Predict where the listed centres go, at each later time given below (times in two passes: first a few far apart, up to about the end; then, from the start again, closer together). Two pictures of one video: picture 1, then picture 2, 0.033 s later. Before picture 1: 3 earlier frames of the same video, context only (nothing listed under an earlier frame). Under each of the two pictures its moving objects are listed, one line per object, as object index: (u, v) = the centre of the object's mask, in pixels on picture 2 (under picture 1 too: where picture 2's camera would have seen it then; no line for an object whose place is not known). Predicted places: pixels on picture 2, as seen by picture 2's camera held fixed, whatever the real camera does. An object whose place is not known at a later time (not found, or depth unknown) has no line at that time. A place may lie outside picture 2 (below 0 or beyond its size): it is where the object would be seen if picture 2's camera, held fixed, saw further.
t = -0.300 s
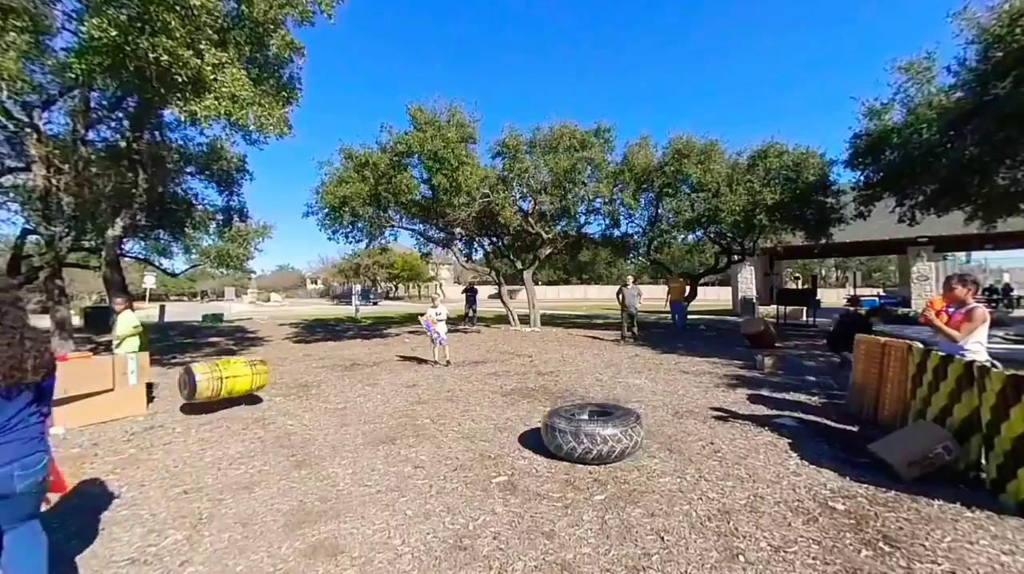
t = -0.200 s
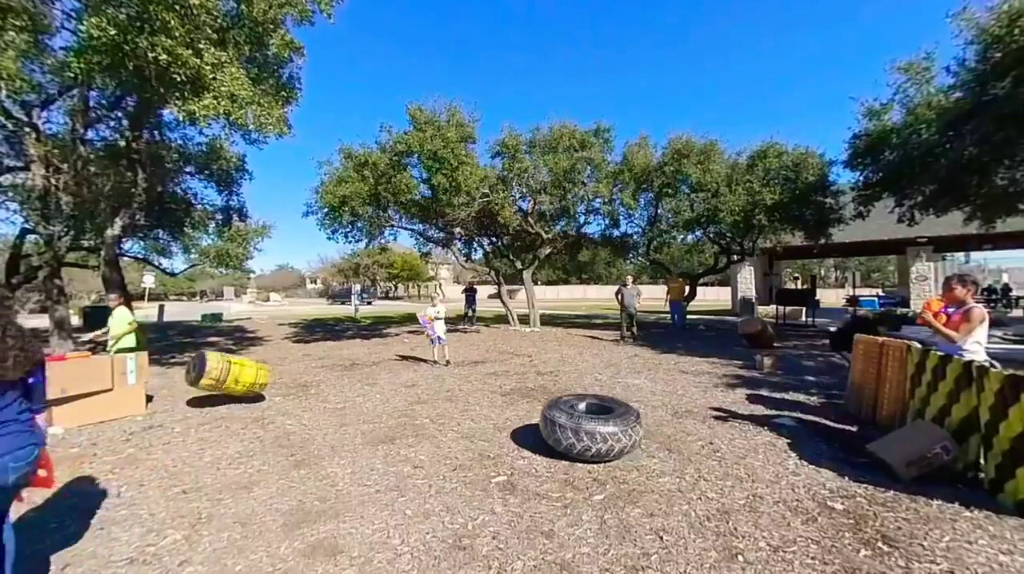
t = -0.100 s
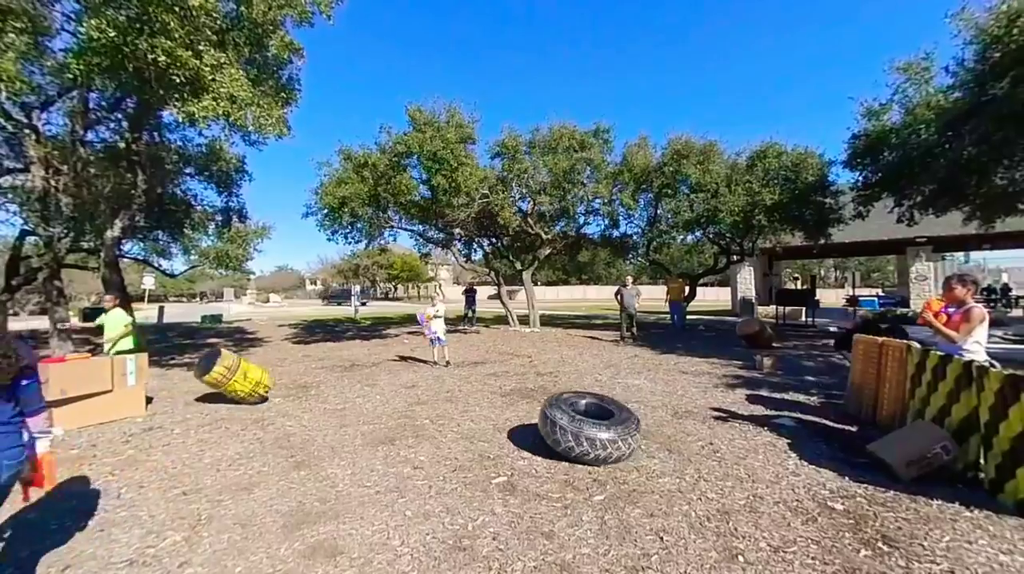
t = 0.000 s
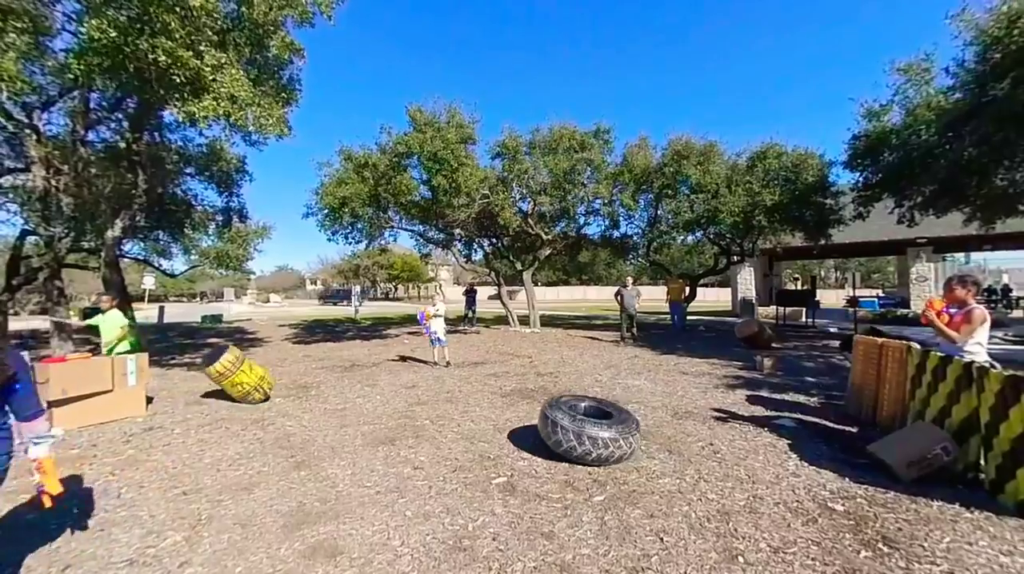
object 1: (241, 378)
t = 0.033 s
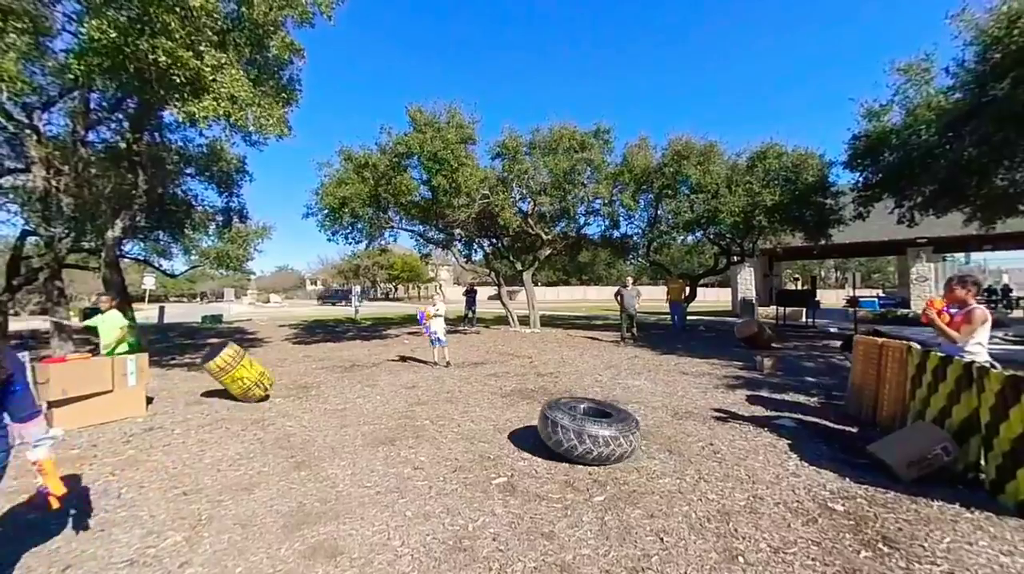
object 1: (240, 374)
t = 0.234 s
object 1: (238, 365)
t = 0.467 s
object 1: (237, 374)
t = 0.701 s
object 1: (239, 369)
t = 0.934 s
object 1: (251, 367)
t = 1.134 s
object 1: (263, 374)
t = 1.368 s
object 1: (273, 370)
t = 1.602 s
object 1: (282, 370)
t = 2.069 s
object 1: (294, 364)
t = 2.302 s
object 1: (301, 361)
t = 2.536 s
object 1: (307, 358)
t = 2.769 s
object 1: (312, 357)
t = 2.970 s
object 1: (314, 356)
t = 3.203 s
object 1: (316, 354)
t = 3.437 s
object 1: (320, 353)
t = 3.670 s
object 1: (322, 352)
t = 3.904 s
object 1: (324, 351)
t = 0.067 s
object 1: (240, 372)
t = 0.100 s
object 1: (240, 369)
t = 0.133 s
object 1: (239, 368)
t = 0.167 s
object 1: (239, 366)
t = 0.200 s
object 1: (238, 365)
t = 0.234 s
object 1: (238, 365)
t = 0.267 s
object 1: (238, 365)
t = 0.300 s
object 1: (238, 366)
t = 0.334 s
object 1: (238, 368)
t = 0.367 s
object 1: (238, 369)
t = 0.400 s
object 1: (238, 371)
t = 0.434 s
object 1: (238, 372)
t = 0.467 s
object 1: (237, 374)
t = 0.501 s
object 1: (236, 375)
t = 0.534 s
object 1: (235, 376)
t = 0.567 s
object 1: (235, 377)
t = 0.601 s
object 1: (235, 377)
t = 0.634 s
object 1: (236, 374)
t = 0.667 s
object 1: (237, 371)
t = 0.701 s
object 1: (239, 369)
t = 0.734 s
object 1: (241, 367)
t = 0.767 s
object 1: (243, 366)
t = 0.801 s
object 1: (244, 366)
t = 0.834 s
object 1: (246, 366)
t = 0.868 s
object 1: (248, 365)
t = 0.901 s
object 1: (250, 366)
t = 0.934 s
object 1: (251, 367)
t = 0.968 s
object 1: (253, 369)
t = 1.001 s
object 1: (255, 371)
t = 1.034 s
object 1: (257, 372)
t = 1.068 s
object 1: (259, 372)
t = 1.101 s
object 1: (261, 373)
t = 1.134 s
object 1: (263, 374)
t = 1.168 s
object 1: (266, 374)
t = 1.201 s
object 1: (267, 373)
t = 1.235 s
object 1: (268, 372)
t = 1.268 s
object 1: (269, 371)
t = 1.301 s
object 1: (270, 371)
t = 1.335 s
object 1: (272, 370)
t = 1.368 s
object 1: (273, 370)
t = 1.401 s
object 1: (274, 371)
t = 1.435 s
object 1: (275, 371)
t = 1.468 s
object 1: (276, 371)
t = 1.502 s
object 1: (278, 371)
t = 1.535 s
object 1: (279, 371)
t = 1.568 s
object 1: (280, 370)
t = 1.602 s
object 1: (282, 370)
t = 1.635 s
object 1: (283, 369)
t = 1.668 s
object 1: (283, 369)
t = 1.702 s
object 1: (285, 369)
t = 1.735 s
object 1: (285, 368)
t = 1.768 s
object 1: (286, 368)
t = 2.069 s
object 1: (294, 364)
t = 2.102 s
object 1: (295, 363)
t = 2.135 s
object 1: (296, 362)
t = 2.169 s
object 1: (297, 362)
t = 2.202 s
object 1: (298, 362)
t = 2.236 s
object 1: (299, 361)
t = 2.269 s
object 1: (300, 361)
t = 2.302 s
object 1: (301, 361)
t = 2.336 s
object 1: (302, 361)
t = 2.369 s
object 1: (303, 360)
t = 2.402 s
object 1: (304, 360)
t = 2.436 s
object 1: (305, 360)
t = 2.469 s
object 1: (305, 359)
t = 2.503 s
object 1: (306, 359)
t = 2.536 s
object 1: (307, 358)
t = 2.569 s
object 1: (308, 358)
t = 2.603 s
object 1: (309, 359)
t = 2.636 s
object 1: (309, 358)
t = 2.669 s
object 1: (310, 358)
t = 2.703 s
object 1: (311, 358)
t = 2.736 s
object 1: (312, 358)
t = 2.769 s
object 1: (312, 357)
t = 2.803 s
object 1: (313, 357)
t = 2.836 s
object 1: (313, 357)
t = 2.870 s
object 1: (313, 357)
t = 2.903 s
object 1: (313, 357)
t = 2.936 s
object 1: (313, 357)
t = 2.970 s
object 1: (314, 356)
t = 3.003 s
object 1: (314, 356)
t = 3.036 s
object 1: (314, 355)
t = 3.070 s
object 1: (315, 355)
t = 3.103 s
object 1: (315, 355)
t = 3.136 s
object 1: (316, 354)
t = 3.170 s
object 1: (316, 354)
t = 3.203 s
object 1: (316, 354)
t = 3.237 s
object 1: (317, 354)
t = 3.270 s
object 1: (317, 354)
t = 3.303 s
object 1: (318, 353)
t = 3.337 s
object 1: (318, 353)
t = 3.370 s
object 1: (319, 353)
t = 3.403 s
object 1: (320, 353)
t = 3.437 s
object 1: (320, 353)
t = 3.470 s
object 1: (321, 353)
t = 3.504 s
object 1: (321, 352)
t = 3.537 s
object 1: (321, 352)
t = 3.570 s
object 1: (322, 352)
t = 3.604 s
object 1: (322, 352)
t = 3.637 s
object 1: (322, 352)
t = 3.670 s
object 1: (322, 352)
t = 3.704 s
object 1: (323, 351)
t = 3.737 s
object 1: (323, 351)
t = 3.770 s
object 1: (323, 351)
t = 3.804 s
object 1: (323, 351)
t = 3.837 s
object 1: (323, 351)
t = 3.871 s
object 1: (324, 351)
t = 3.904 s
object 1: (324, 351)
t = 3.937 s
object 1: (325, 351)
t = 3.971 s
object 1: (325, 350)
